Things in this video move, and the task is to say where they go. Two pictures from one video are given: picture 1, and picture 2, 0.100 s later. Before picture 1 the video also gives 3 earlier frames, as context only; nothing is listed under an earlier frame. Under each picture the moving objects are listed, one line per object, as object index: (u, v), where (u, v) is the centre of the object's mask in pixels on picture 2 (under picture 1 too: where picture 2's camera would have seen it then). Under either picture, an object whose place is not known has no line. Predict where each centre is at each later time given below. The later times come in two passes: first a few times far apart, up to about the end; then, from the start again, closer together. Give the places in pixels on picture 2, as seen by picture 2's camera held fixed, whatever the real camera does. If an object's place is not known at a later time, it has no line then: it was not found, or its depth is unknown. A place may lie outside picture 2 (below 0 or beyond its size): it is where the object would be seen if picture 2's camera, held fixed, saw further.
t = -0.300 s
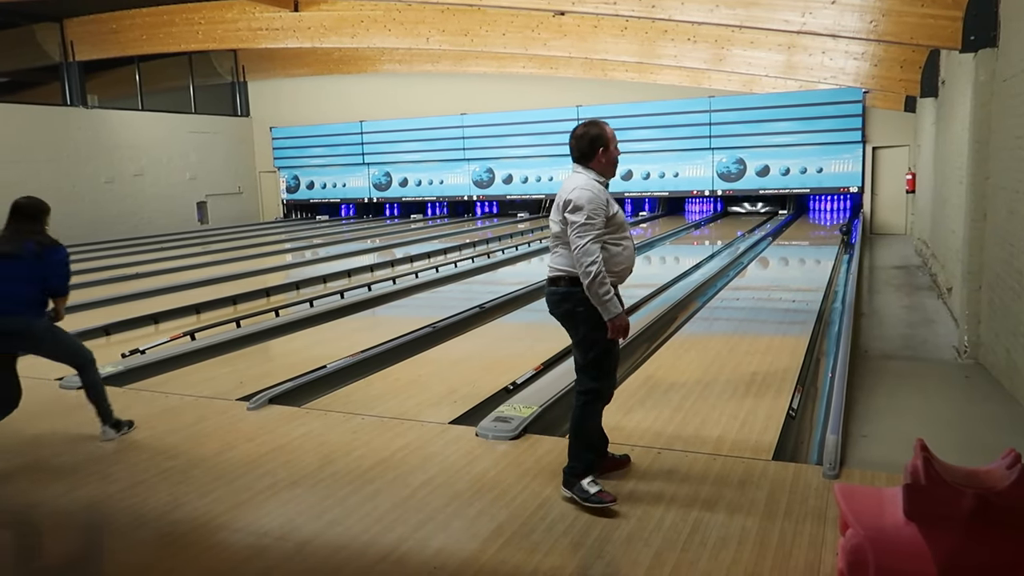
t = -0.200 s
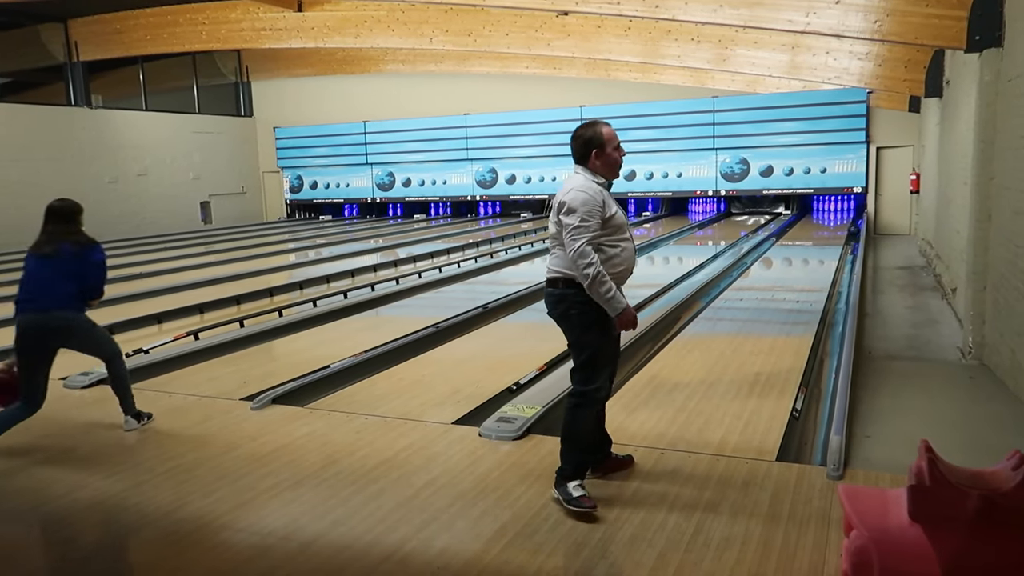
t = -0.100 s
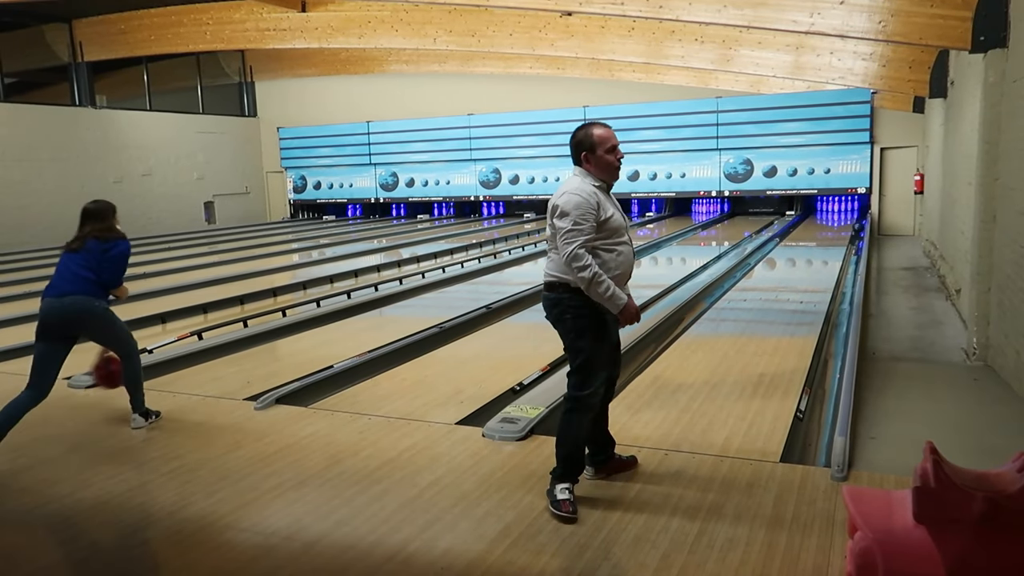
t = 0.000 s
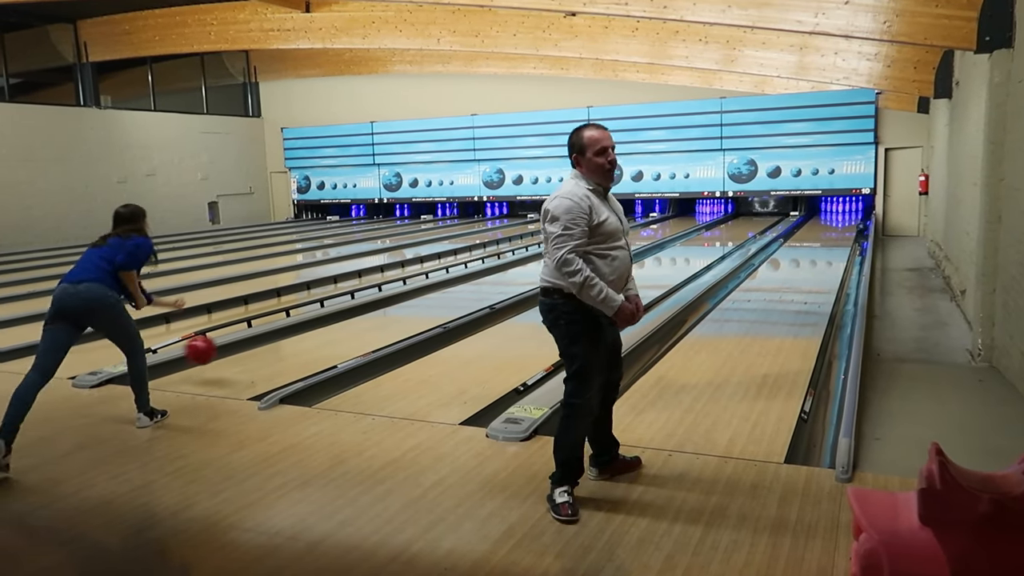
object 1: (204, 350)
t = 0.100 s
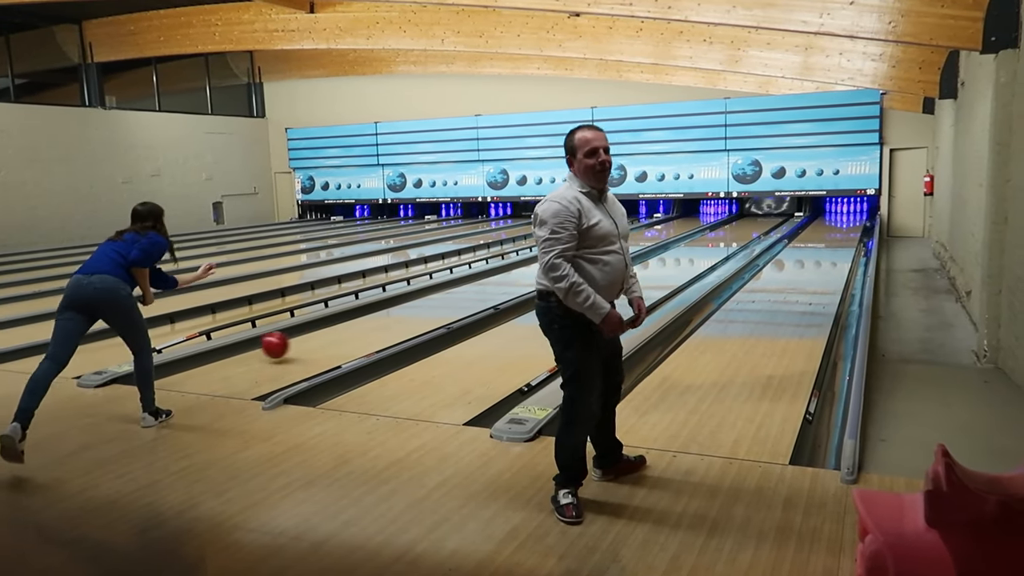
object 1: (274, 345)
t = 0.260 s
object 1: (359, 323)
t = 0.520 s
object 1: (456, 293)
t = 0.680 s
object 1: (493, 279)
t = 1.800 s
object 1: (660, 231)
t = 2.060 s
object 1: (675, 226)
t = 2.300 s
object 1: (691, 222)
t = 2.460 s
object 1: (699, 219)
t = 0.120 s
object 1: (287, 346)
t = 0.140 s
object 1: (298, 342)
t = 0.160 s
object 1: (309, 337)
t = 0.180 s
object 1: (320, 334)
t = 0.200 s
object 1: (330, 330)
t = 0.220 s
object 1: (341, 328)
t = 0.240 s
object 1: (350, 326)
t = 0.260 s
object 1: (359, 323)
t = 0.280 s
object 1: (368, 321)
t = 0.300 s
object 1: (377, 318)
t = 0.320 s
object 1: (385, 316)
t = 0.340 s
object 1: (393, 313)
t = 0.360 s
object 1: (401, 311)
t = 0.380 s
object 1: (409, 308)
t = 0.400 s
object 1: (416, 307)
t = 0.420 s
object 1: (423, 304)
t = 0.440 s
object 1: (430, 301)
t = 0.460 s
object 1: (437, 299)
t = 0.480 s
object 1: (443, 297)
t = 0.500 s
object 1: (449, 295)
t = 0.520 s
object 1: (456, 293)
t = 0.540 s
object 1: (461, 292)
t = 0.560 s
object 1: (467, 289)
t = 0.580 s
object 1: (473, 287)
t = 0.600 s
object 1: (478, 286)
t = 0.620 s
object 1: (484, 284)
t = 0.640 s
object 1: (488, 283)
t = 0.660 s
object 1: (490, 281)
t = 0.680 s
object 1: (493, 279)
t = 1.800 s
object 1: (660, 231)
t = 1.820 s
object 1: (659, 231)
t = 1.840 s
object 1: (660, 231)
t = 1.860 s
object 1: (661, 230)
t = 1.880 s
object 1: (663, 230)
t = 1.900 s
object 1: (664, 229)
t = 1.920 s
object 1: (665, 229)
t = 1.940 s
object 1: (667, 229)
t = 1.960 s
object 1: (669, 228)
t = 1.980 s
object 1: (670, 227)
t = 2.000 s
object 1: (671, 227)
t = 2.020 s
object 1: (673, 227)
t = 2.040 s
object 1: (674, 226)
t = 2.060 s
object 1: (675, 226)
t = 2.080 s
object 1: (677, 226)
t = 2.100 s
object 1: (678, 225)
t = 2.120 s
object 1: (680, 225)
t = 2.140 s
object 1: (681, 224)
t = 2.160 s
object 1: (682, 224)
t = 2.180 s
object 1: (683, 224)
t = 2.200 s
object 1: (684, 224)
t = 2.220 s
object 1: (686, 223)
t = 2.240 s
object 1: (687, 223)
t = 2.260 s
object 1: (688, 223)
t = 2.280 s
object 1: (690, 222)
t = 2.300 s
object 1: (691, 222)
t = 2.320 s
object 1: (691, 222)
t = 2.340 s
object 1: (692, 221)
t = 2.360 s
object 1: (693, 221)
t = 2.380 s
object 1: (695, 221)
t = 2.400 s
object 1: (696, 220)
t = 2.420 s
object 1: (697, 220)
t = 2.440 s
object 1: (698, 220)
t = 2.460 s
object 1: (699, 219)
